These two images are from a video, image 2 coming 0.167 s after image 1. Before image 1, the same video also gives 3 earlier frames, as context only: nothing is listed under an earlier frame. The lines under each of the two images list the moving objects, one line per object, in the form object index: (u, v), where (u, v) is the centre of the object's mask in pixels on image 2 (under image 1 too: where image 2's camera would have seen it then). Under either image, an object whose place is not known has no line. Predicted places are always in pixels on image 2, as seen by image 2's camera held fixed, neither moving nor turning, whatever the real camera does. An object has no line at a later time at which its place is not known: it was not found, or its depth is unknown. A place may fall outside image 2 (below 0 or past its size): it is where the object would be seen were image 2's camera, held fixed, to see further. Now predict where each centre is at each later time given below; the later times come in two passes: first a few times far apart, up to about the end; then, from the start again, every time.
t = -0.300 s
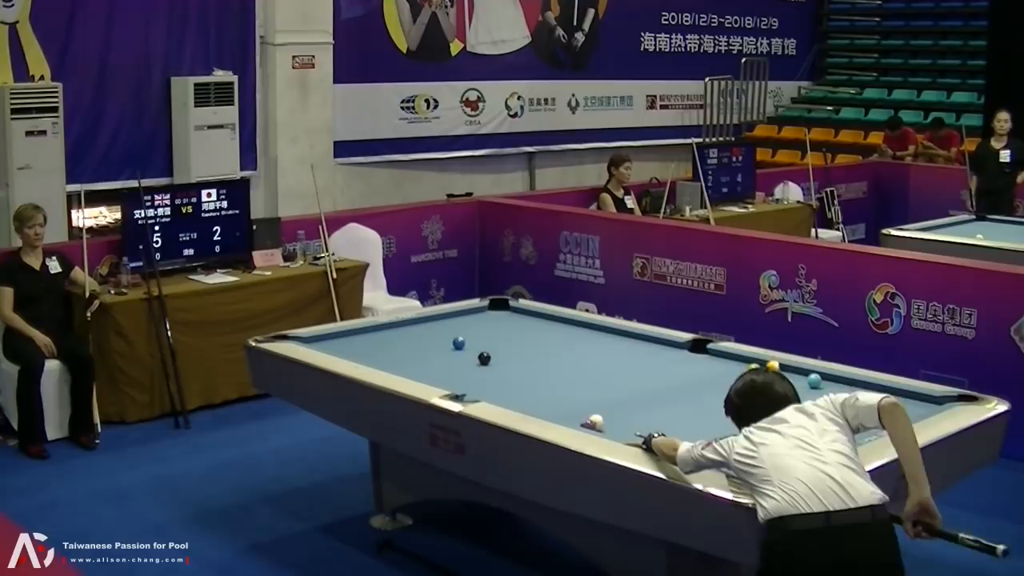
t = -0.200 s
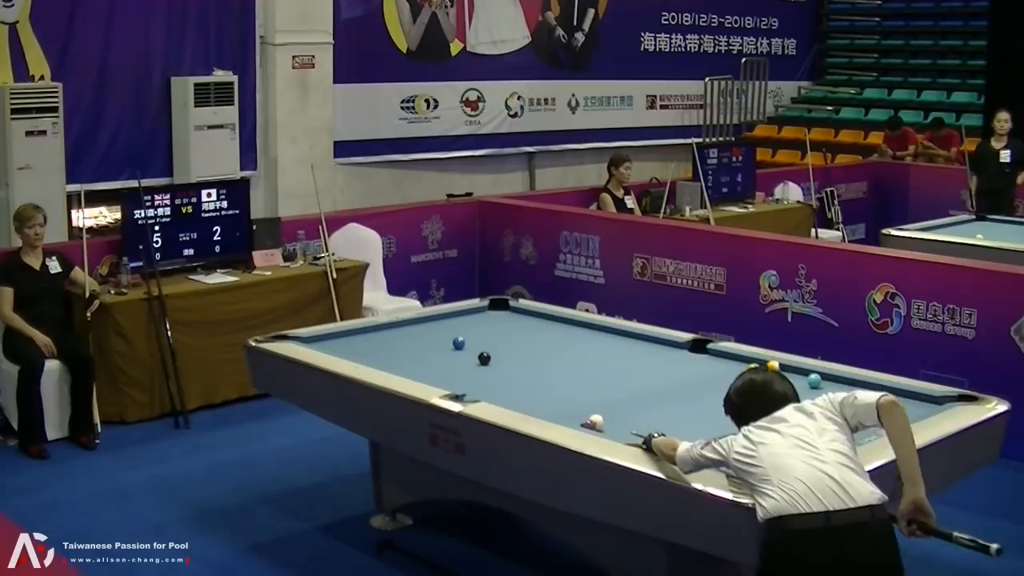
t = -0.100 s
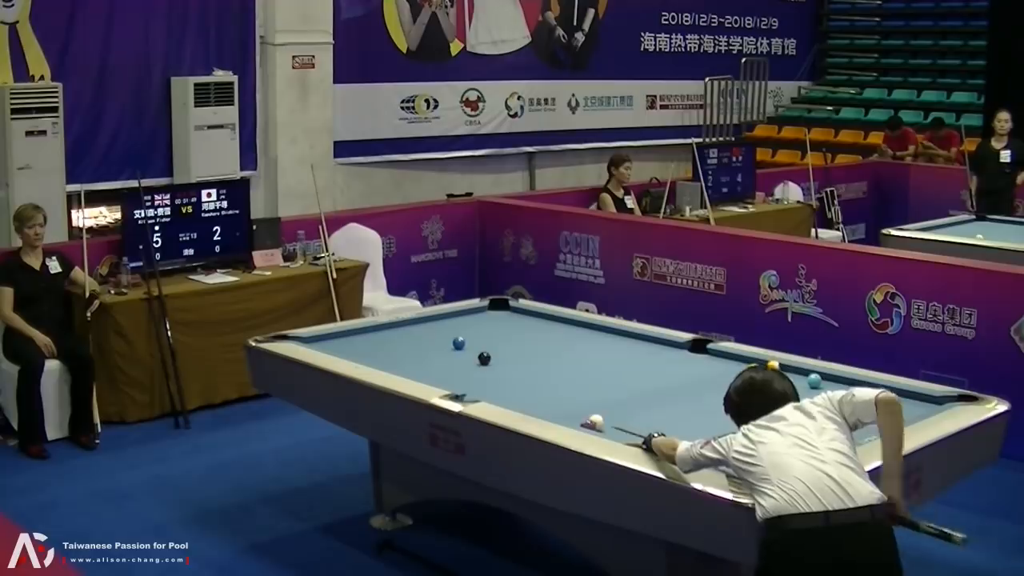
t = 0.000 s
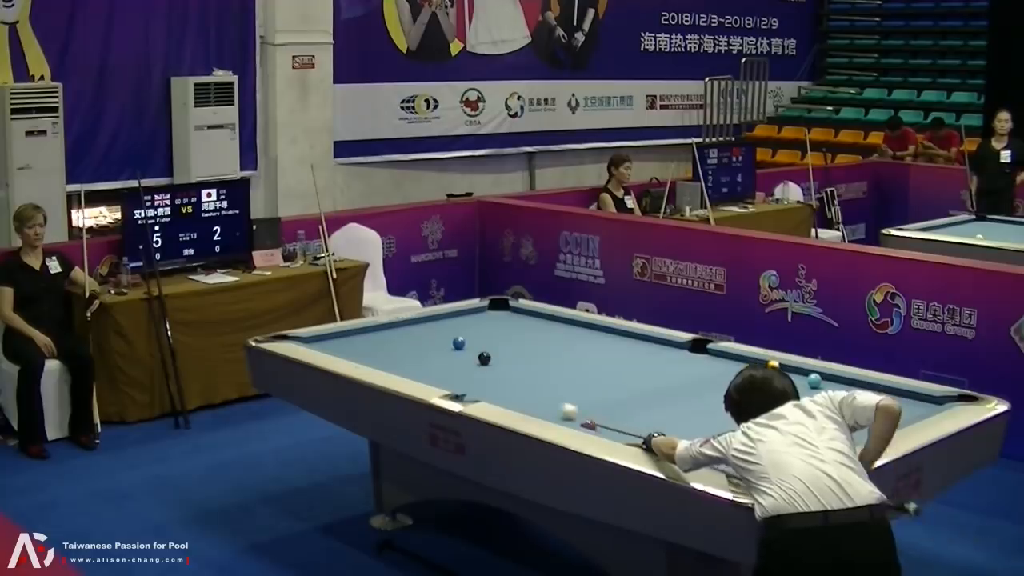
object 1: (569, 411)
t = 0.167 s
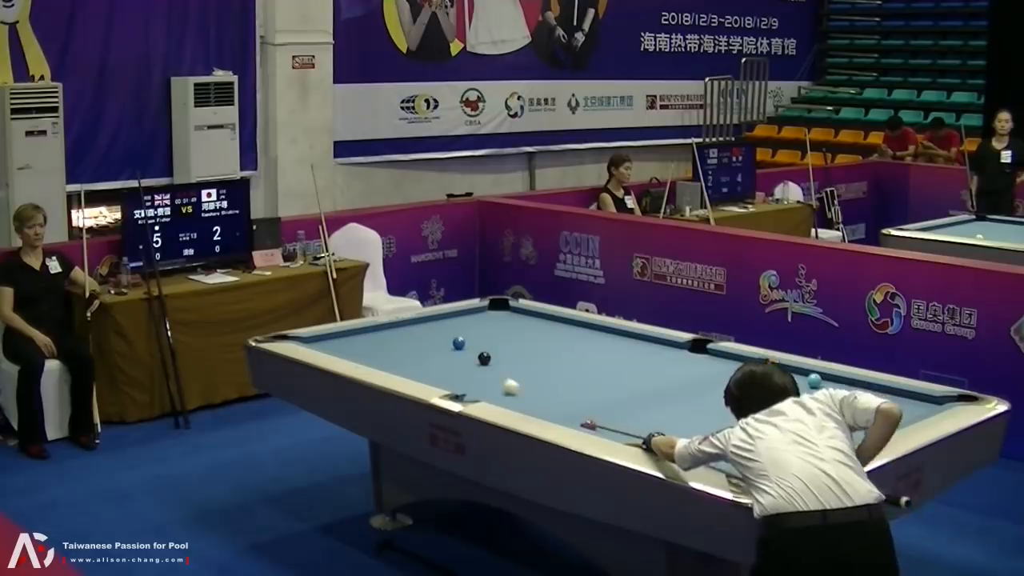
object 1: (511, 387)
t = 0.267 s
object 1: (481, 375)
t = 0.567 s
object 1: (406, 343)
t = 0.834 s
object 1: (397, 332)
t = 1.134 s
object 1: (449, 341)
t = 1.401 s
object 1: (460, 343)
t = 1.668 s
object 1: (471, 346)
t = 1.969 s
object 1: (483, 347)
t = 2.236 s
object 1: (493, 349)
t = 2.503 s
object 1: (502, 351)
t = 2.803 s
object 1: (510, 352)
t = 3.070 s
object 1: (516, 354)
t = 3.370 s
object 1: (522, 354)
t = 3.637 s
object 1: (525, 355)
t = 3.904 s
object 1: (528, 355)
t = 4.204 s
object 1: (529, 355)
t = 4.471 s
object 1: (529, 356)
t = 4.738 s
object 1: (529, 356)
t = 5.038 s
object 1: (529, 355)
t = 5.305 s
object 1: (529, 355)
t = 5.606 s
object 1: (529, 355)
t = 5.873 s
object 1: (529, 355)
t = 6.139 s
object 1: (529, 355)
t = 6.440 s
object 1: (529, 355)
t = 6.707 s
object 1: (529, 355)
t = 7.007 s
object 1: (529, 355)
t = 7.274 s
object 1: (529, 355)
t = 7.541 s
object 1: (529, 355)
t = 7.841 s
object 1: (529, 355)
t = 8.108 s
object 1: (529, 355)
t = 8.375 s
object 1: (529, 355)
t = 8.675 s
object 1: (529, 355)
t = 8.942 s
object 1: (529, 355)
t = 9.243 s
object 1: (529, 355)
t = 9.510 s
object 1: (529, 355)
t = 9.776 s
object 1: (529, 355)
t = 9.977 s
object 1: (529, 355)
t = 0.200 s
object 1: (501, 383)
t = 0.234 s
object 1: (491, 378)
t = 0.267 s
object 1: (481, 375)
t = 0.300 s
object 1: (472, 371)
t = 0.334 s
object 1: (463, 367)
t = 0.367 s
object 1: (455, 363)
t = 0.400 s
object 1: (446, 359)
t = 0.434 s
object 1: (438, 356)
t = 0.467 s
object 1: (430, 352)
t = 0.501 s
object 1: (422, 349)
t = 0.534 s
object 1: (414, 346)
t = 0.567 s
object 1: (406, 343)
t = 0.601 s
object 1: (399, 340)
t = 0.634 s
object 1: (392, 336)
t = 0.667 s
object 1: (385, 333)
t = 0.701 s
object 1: (378, 330)
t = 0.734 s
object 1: (374, 328)
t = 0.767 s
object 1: (381, 329)
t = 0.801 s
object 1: (389, 331)
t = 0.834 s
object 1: (397, 332)
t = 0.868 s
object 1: (404, 333)
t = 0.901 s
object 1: (411, 335)
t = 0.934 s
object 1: (418, 336)
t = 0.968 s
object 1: (424, 337)
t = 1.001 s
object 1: (431, 338)
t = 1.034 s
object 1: (438, 340)
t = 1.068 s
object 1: (445, 340)
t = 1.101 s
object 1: (448, 341)
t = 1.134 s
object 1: (449, 341)
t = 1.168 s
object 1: (450, 342)
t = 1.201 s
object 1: (451, 342)
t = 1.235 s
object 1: (452, 342)
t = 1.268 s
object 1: (454, 343)
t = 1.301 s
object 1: (456, 343)
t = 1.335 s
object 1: (457, 343)
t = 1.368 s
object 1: (458, 343)
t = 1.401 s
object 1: (460, 343)
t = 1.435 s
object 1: (462, 344)
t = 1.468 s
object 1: (463, 344)
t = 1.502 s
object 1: (464, 344)
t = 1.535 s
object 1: (466, 345)
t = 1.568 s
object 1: (467, 345)
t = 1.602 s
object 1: (469, 345)
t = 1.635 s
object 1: (470, 345)
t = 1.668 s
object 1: (471, 346)
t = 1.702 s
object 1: (473, 346)
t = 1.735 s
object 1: (474, 346)
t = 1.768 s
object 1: (476, 346)
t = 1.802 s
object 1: (477, 346)
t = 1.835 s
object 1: (478, 346)
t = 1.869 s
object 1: (479, 346)
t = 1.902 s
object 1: (481, 347)
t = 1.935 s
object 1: (482, 347)
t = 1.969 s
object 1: (483, 347)
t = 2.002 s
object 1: (484, 347)
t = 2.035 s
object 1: (486, 347)
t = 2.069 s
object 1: (487, 347)
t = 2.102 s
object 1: (488, 347)
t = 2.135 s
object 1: (490, 348)
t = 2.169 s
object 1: (491, 348)
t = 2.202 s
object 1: (492, 348)
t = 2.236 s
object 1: (493, 349)
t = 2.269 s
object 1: (494, 349)
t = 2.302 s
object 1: (495, 350)
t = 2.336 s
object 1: (496, 350)
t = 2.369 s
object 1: (497, 350)
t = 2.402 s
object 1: (498, 350)
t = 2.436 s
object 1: (500, 350)
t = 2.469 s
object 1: (501, 351)
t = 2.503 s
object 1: (502, 351)
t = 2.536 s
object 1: (503, 351)
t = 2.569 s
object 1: (504, 351)
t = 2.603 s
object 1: (505, 351)
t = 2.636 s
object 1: (505, 352)
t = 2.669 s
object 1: (506, 352)
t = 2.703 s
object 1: (507, 352)
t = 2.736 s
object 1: (508, 352)
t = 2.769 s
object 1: (509, 352)
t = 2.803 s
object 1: (510, 352)
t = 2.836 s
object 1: (510, 352)
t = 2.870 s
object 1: (512, 352)
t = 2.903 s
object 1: (512, 353)
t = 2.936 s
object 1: (513, 353)
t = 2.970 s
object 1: (514, 353)
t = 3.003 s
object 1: (515, 353)
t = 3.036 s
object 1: (515, 353)
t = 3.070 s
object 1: (516, 354)
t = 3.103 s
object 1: (517, 354)
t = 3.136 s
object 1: (517, 353)
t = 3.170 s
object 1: (518, 354)
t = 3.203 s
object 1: (519, 354)
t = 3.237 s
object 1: (519, 354)
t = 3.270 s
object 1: (520, 354)
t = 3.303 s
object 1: (521, 354)
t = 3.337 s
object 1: (521, 354)
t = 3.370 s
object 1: (522, 354)
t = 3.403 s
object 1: (522, 354)
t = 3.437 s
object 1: (522, 354)
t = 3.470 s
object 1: (523, 355)
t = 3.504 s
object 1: (523, 355)
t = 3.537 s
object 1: (524, 355)
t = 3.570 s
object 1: (524, 355)
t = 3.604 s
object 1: (525, 355)
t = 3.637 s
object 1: (525, 355)
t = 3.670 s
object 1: (526, 355)
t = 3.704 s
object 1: (526, 355)
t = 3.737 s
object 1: (526, 355)
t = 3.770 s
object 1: (526, 355)
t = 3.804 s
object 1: (527, 355)
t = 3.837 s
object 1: (527, 355)
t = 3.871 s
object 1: (527, 355)
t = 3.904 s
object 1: (528, 355)
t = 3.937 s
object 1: (528, 355)
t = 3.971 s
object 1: (528, 355)
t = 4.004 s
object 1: (528, 355)
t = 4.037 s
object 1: (528, 356)
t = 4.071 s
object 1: (529, 355)
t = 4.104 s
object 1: (529, 355)
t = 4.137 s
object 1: (529, 356)
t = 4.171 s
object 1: (529, 355)
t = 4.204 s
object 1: (529, 355)
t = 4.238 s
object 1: (529, 356)
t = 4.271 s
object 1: (529, 356)
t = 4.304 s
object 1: (529, 356)
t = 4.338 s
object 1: (529, 356)
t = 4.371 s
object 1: (529, 356)
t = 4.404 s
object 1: (529, 355)
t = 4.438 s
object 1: (529, 355)
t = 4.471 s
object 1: (529, 356)
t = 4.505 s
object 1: (529, 356)
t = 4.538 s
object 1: (529, 355)
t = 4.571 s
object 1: (529, 355)
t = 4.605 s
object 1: (529, 356)
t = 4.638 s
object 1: (529, 356)
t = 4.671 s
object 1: (529, 355)
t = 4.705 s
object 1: (529, 356)
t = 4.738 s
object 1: (529, 356)
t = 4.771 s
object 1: (529, 356)
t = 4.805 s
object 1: (529, 356)
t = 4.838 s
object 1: (529, 356)
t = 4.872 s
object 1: (529, 355)
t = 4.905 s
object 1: (529, 355)
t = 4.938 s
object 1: (529, 356)
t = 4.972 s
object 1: (529, 355)
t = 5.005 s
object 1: (529, 355)
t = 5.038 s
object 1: (529, 355)
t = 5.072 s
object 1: (529, 355)
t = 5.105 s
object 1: (529, 355)
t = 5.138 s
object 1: (529, 355)
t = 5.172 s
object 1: (529, 355)
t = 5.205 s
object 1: (529, 355)
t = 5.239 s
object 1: (529, 355)
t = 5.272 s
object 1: (529, 355)
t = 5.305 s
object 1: (529, 355)
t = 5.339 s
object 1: (529, 355)
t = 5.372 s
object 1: (529, 355)
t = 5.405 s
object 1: (529, 355)
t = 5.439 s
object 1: (529, 355)
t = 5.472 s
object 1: (529, 355)
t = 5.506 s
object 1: (529, 355)
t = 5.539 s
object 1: (529, 355)
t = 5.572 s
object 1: (529, 355)
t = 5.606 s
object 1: (529, 355)
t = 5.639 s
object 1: (529, 355)
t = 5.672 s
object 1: (529, 355)
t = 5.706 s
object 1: (529, 355)
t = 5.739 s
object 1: (529, 355)
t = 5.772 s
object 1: (529, 355)
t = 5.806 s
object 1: (529, 355)
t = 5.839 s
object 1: (529, 355)
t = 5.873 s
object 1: (529, 355)
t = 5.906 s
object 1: (529, 355)
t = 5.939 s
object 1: (529, 355)
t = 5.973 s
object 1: (529, 355)
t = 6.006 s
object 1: (529, 355)
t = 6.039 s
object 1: (529, 355)
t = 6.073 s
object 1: (529, 355)
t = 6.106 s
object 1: (529, 355)
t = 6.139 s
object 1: (529, 355)
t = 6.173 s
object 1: (529, 355)
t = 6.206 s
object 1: (529, 355)
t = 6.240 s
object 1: (529, 355)
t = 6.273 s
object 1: (529, 355)
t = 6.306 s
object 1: (529, 355)
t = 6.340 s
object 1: (529, 355)
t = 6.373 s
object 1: (529, 355)
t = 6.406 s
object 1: (529, 355)
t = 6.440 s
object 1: (529, 355)
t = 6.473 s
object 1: (529, 355)
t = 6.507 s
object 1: (529, 355)
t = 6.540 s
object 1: (529, 355)
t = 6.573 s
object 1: (529, 355)
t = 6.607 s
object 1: (529, 355)
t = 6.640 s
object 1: (529, 355)
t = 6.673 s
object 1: (529, 355)
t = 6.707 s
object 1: (529, 355)
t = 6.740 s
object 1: (529, 355)
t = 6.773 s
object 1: (529, 355)
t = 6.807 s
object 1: (529, 355)
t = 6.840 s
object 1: (529, 355)
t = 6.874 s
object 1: (529, 355)
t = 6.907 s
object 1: (529, 355)
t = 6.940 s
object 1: (529, 355)
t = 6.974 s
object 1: (529, 355)
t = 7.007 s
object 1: (529, 355)
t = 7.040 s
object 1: (529, 355)
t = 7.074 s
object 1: (529, 355)
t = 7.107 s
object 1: (529, 355)
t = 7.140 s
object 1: (529, 355)
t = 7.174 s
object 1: (529, 355)
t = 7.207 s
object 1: (529, 355)
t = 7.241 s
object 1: (529, 355)
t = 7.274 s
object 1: (529, 355)
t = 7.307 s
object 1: (529, 355)
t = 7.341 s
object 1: (529, 355)
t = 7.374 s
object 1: (529, 355)
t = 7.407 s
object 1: (529, 355)
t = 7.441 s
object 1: (529, 355)
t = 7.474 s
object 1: (529, 355)
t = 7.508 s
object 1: (529, 355)
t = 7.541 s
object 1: (529, 355)
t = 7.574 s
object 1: (529, 355)
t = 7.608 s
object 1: (529, 355)
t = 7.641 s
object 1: (529, 355)
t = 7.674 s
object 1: (529, 355)
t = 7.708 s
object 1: (529, 355)
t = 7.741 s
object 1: (529, 355)
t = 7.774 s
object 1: (529, 355)
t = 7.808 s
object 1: (529, 355)
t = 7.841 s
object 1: (529, 355)
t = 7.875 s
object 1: (529, 355)
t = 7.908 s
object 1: (529, 355)
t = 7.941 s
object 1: (529, 355)
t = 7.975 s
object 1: (529, 355)
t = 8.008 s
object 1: (529, 355)
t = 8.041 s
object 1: (529, 355)
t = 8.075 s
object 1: (529, 355)
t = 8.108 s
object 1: (529, 355)
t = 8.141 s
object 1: (529, 355)
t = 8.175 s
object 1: (529, 355)
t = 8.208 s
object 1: (529, 355)
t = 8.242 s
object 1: (529, 355)
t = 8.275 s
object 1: (529, 355)
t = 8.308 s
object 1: (529, 355)
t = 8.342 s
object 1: (529, 355)
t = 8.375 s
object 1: (529, 355)
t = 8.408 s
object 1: (529, 355)
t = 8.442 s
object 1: (529, 355)
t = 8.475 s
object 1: (529, 355)
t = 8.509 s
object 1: (529, 355)
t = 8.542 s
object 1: (529, 355)
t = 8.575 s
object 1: (529, 355)
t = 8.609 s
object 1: (529, 355)
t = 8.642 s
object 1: (529, 355)
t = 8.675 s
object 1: (529, 355)
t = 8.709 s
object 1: (529, 355)
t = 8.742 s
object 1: (529, 355)
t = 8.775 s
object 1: (529, 355)
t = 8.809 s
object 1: (529, 355)
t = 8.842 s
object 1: (529, 355)
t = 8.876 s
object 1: (529, 355)
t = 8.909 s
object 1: (529, 355)
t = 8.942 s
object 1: (529, 355)
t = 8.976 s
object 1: (529, 355)
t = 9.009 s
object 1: (529, 355)
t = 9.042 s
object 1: (529, 355)
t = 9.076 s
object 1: (529, 355)
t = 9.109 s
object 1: (529, 355)
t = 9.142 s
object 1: (529, 355)
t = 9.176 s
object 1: (529, 355)
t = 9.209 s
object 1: (529, 355)
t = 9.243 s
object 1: (529, 355)
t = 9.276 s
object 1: (529, 355)
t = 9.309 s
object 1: (529, 355)
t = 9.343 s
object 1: (529, 355)
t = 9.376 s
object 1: (529, 355)
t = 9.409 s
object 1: (529, 355)
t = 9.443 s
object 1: (529, 355)
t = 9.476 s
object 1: (529, 355)
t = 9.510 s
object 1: (529, 355)
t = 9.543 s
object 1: (529, 355)
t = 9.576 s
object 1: (529, 355)
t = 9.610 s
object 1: (529, 355)
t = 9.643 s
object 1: (529, 355)
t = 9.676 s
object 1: (529, 355)
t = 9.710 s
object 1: (529, 355)
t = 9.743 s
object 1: (529, 355)
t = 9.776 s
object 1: (529, 355)
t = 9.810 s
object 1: (529, 355)
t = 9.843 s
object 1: (529, 355)
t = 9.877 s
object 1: (529, 355)
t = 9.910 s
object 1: (529, 355)
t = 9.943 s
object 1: (529, 355)
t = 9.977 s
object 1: (529, 355)
